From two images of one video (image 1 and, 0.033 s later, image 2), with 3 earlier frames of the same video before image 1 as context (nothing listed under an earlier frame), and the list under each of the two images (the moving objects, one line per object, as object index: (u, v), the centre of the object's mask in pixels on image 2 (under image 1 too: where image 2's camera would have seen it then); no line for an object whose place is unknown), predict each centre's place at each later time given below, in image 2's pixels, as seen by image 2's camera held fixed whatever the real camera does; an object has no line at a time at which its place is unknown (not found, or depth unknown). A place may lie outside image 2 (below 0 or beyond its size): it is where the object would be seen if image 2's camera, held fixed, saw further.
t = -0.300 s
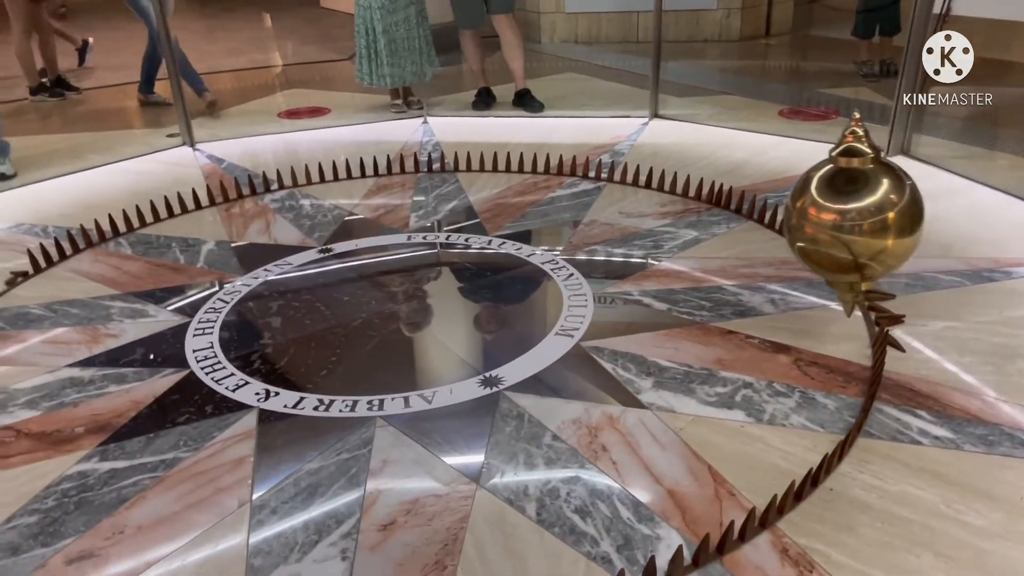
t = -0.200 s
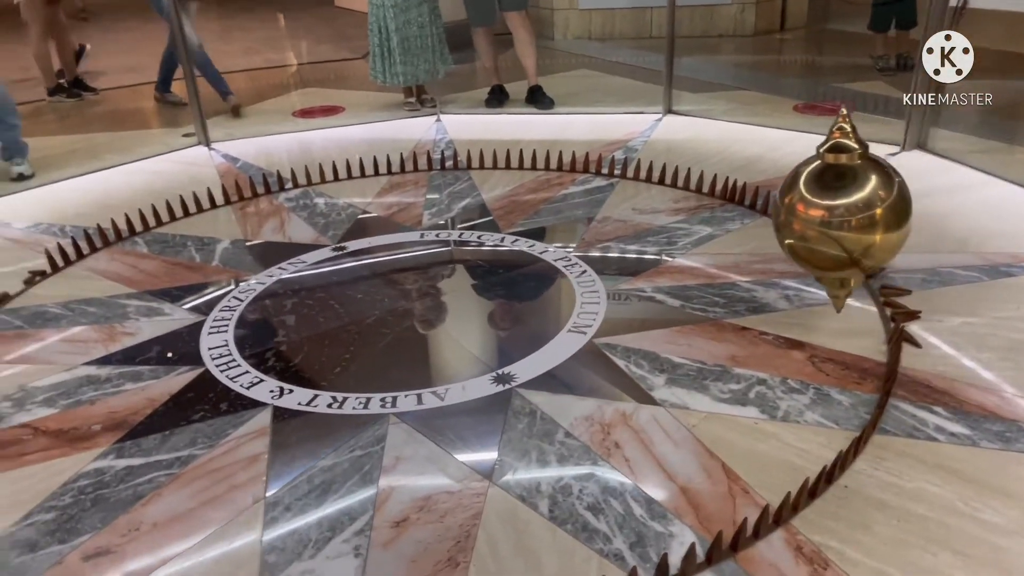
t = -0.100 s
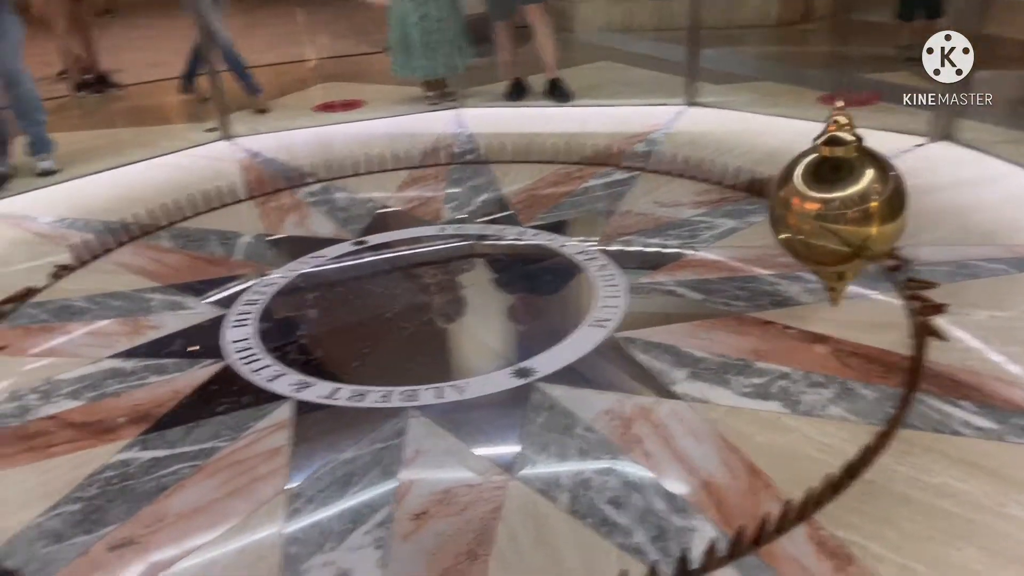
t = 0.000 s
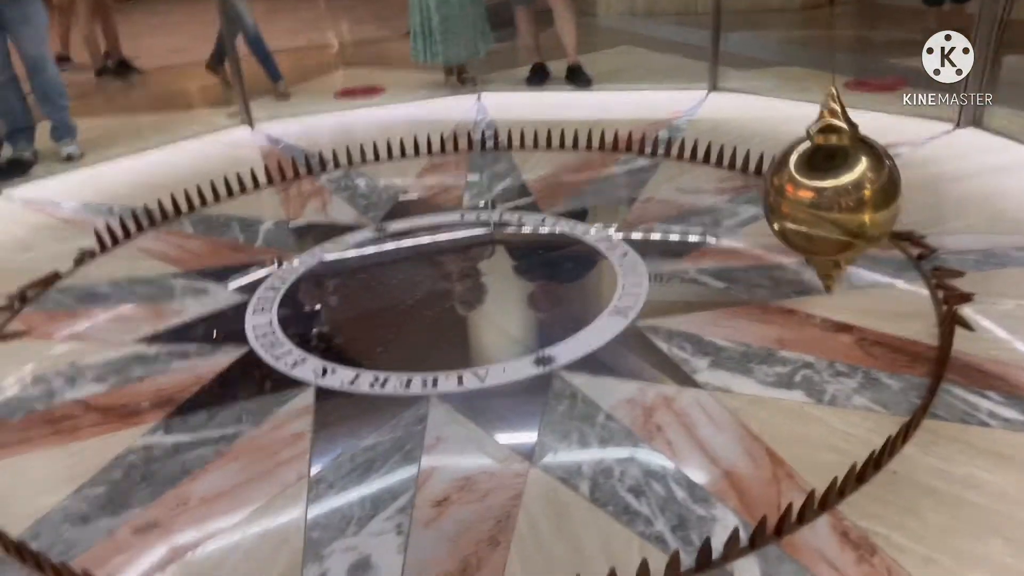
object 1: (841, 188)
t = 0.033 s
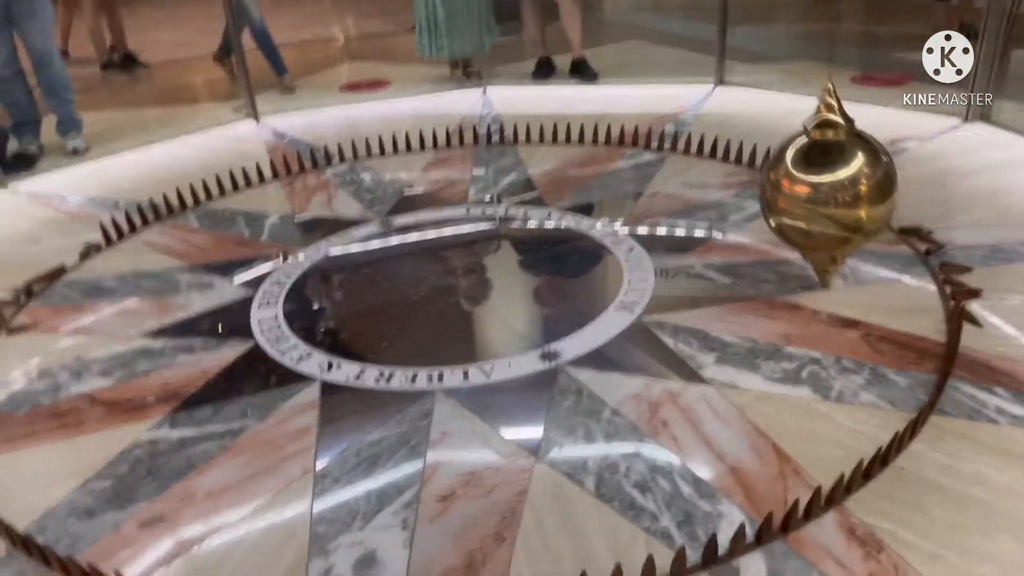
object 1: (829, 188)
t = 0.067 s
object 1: (817, 189)
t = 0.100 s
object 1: (805, 189)
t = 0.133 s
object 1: (792, 189)
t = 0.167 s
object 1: (778, 188)
